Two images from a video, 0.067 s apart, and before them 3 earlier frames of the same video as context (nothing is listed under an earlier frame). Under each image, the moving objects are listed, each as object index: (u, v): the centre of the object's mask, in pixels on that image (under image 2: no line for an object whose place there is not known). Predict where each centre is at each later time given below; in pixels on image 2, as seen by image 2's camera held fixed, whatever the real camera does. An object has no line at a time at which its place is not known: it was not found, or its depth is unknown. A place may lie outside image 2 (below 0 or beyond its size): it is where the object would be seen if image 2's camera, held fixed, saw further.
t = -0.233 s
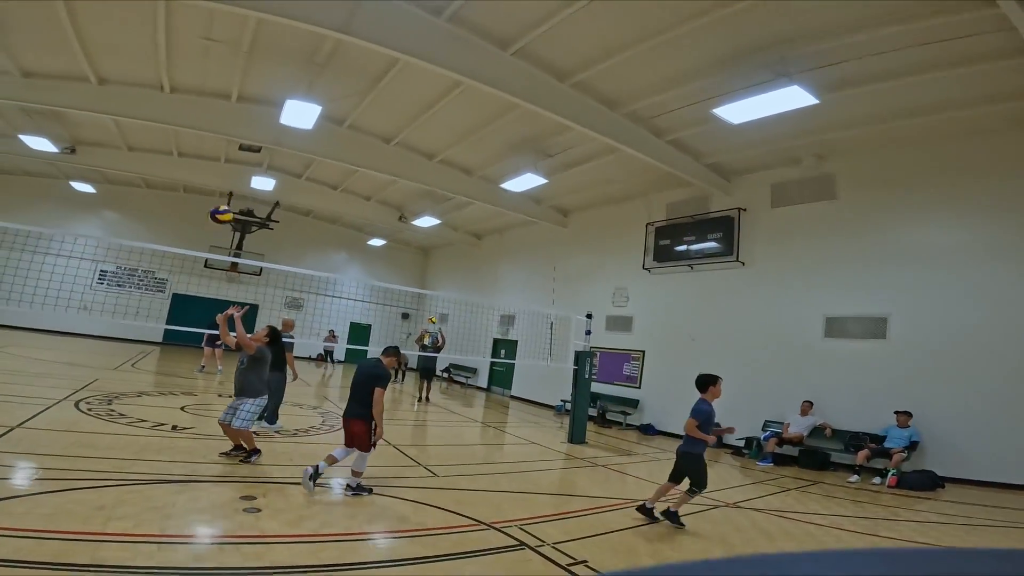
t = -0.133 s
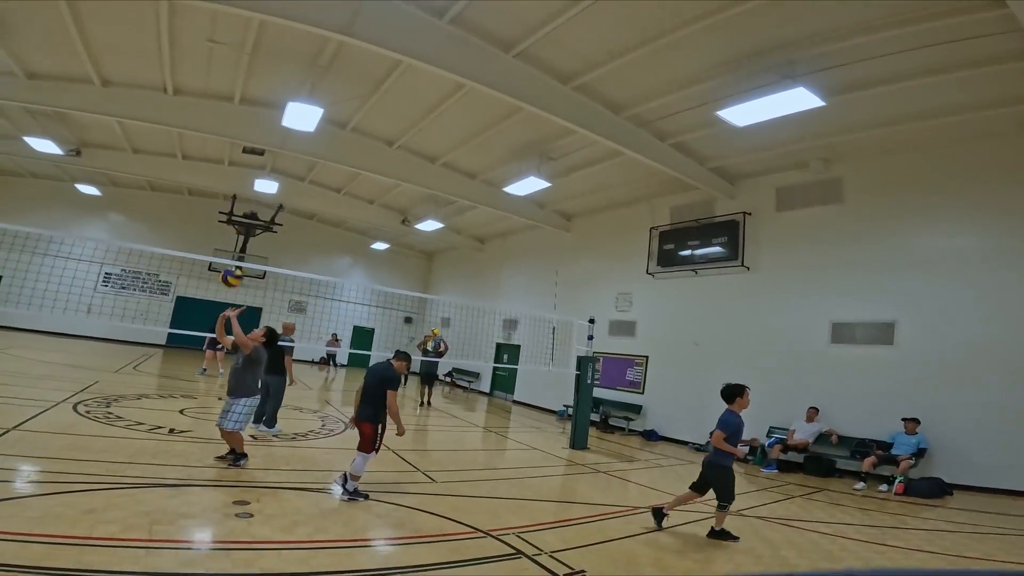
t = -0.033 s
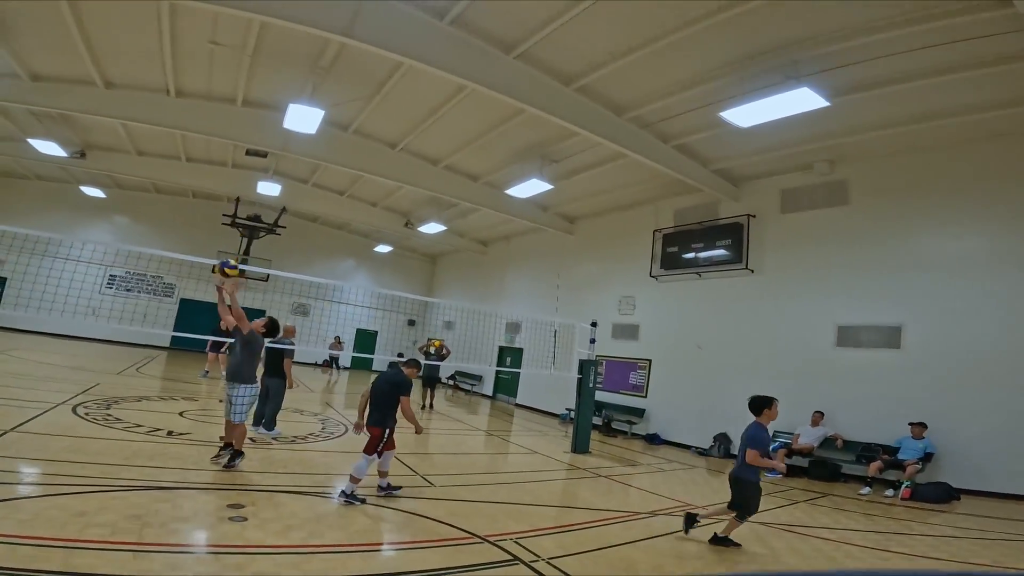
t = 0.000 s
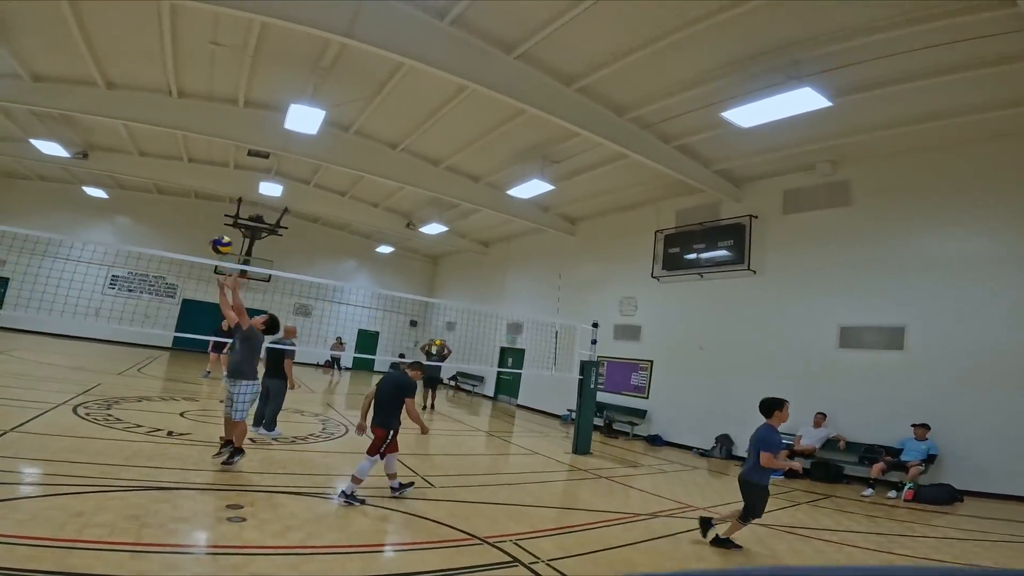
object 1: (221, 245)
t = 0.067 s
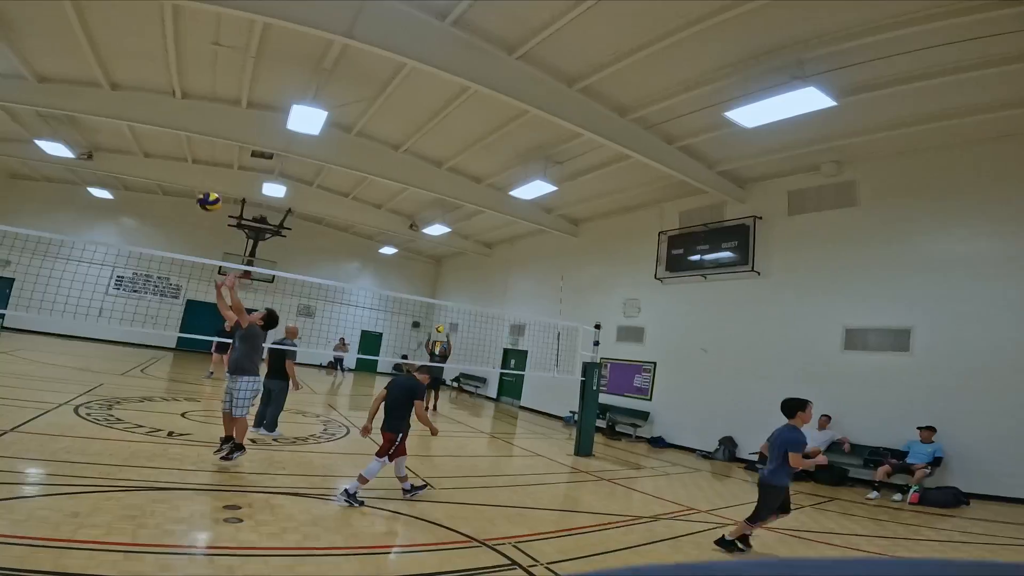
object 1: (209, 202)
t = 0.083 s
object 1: (205, 191)
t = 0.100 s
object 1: (201, 182)
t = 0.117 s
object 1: (197, 171)
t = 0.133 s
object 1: (193, 162)
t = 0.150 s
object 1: (189, 153)
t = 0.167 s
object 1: (185, 144)
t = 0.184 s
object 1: (182, 136)
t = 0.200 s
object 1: (178, 128)
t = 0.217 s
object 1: (174, 121)
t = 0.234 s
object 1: (170, 113)
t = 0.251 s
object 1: (166, 106)
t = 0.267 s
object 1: (162, 99)
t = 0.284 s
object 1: (158, 93)
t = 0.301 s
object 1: (154, 87)
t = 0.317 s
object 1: (150, 80)
